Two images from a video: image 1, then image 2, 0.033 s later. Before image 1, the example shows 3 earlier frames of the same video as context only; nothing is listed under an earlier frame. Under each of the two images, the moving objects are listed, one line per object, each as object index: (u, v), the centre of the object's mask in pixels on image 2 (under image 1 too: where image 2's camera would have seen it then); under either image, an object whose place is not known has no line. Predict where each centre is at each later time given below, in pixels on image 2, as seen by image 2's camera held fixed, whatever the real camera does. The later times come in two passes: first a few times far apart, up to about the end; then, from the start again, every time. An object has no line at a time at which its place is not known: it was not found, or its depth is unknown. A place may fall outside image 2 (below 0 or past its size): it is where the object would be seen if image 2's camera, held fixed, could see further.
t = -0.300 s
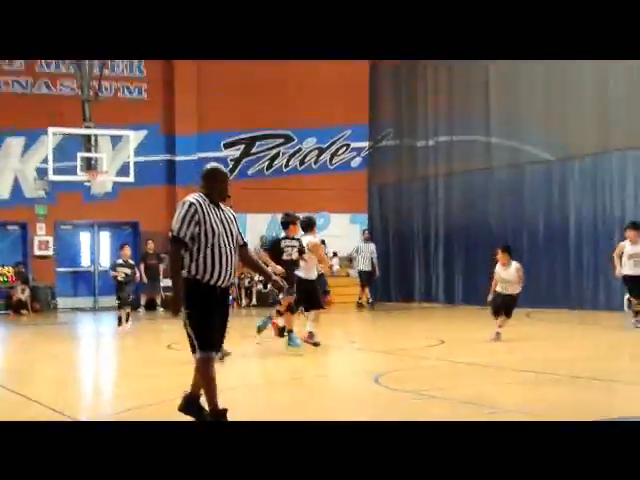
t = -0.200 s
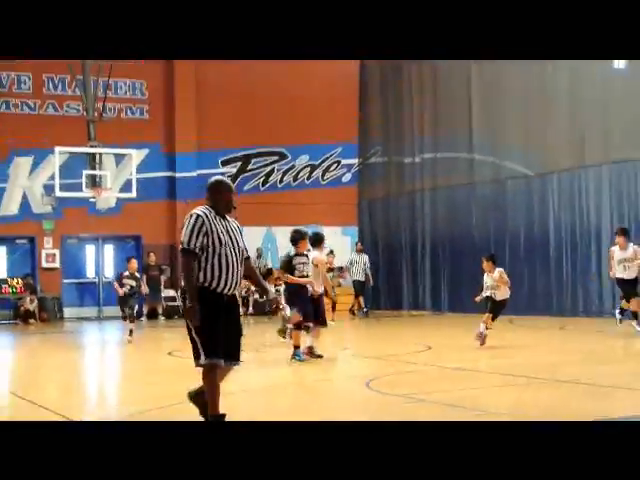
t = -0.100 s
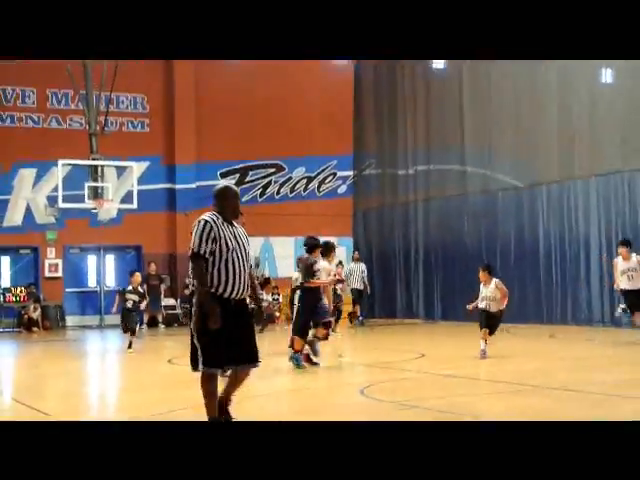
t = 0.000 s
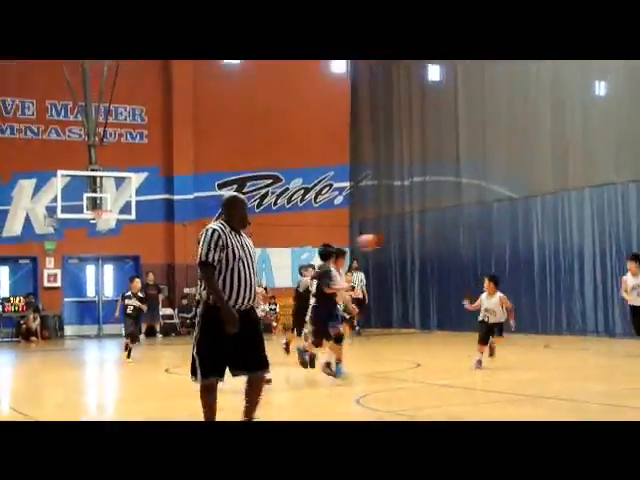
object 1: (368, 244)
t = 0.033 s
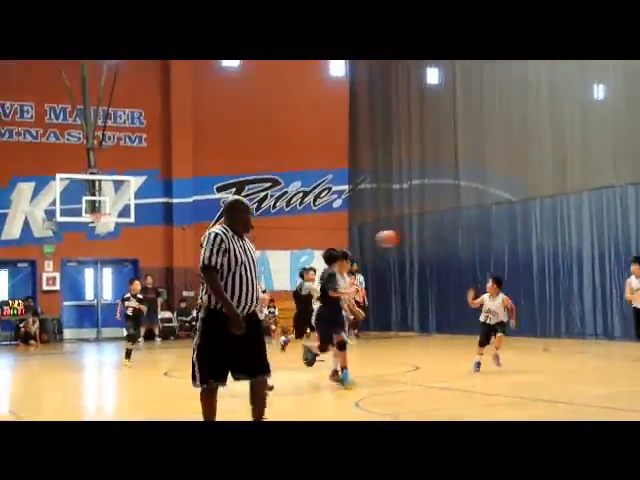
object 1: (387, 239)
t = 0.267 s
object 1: (548, 209)
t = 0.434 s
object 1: (681, 214)
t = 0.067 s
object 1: (409, 232)
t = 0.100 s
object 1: (431, 226)
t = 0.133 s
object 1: (453, 222)
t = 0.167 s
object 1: (475, 217)
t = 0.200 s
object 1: (499, 214)
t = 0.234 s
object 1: (524, 211)
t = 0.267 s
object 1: (548, 209)
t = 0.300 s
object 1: (572, 207)
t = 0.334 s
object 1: (597, 208)
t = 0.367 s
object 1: (624, 209)
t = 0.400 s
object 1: (652, 211)
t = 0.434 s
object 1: (681, 214)
